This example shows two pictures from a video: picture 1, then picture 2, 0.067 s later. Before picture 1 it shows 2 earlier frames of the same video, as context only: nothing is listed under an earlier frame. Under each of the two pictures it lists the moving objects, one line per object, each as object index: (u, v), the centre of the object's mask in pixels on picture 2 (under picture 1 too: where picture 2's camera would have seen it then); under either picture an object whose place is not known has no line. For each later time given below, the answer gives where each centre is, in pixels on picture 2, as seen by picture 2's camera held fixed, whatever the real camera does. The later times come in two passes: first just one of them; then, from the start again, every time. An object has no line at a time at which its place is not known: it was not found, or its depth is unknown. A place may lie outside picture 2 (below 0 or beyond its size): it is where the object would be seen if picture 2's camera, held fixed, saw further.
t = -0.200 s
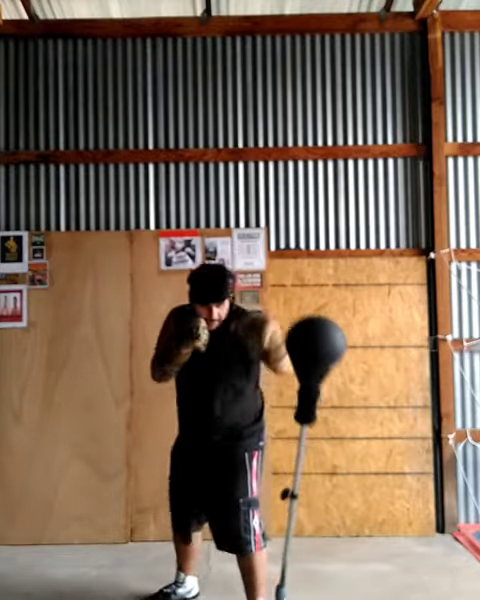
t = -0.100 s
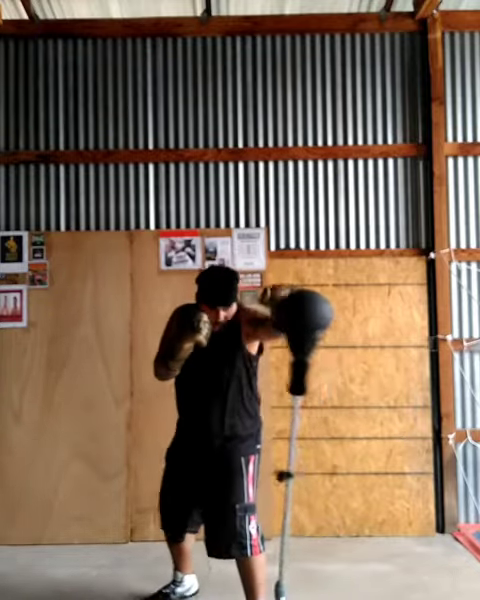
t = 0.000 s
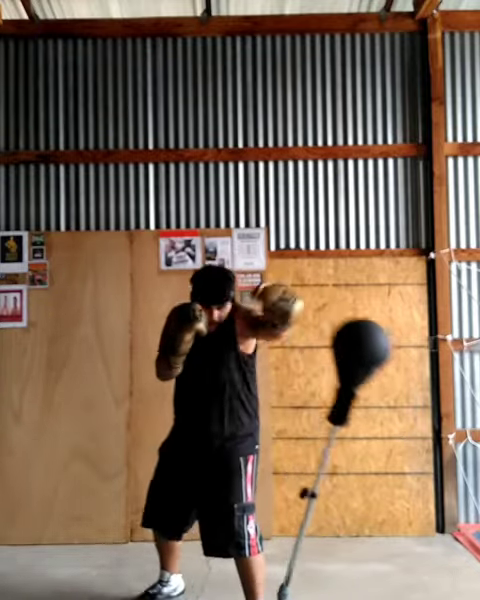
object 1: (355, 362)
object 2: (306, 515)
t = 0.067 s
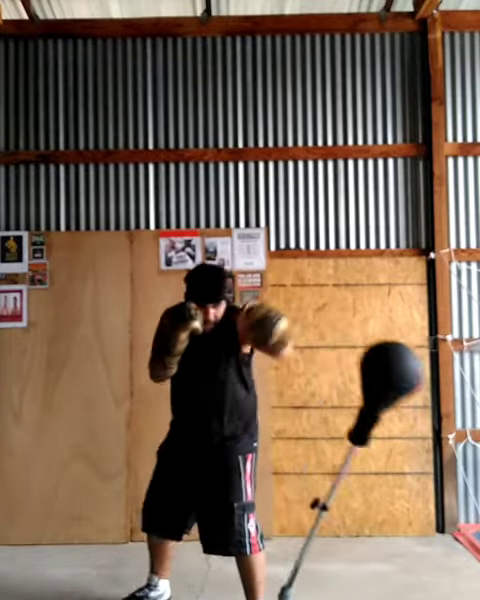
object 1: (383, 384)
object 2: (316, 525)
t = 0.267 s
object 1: (394, 383)
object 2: (319, 525)
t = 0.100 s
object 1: (394, 392)
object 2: (319, 528)
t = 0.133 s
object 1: (400, 397)
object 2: (320, 530)
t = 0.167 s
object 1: (404, 399)
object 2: (322, 530)
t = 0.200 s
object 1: (404, 397)
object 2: (323, 529)
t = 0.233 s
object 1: (401, 392)
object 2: (321, 529)
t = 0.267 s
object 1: (394, 383)
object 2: (319, 525)
